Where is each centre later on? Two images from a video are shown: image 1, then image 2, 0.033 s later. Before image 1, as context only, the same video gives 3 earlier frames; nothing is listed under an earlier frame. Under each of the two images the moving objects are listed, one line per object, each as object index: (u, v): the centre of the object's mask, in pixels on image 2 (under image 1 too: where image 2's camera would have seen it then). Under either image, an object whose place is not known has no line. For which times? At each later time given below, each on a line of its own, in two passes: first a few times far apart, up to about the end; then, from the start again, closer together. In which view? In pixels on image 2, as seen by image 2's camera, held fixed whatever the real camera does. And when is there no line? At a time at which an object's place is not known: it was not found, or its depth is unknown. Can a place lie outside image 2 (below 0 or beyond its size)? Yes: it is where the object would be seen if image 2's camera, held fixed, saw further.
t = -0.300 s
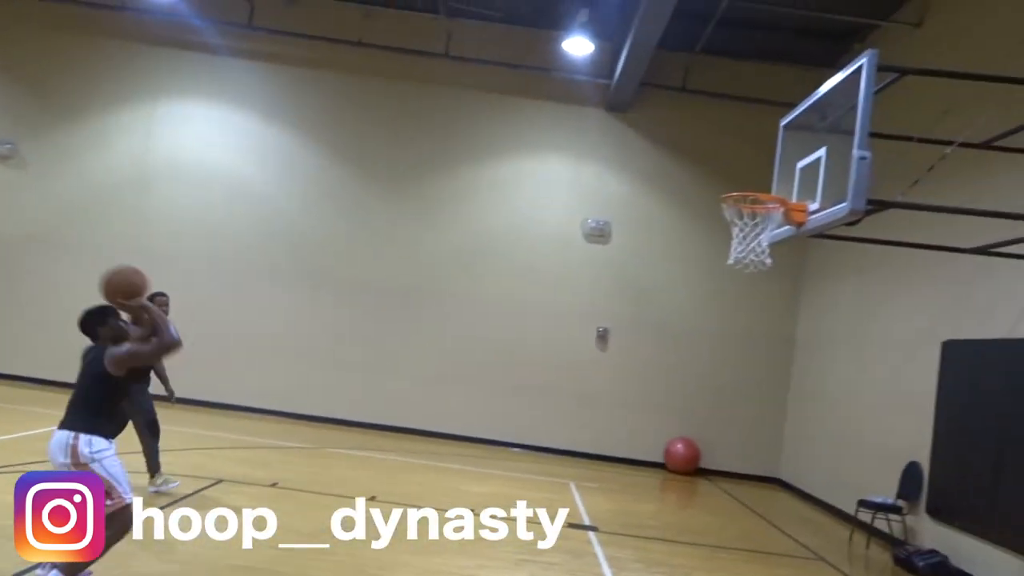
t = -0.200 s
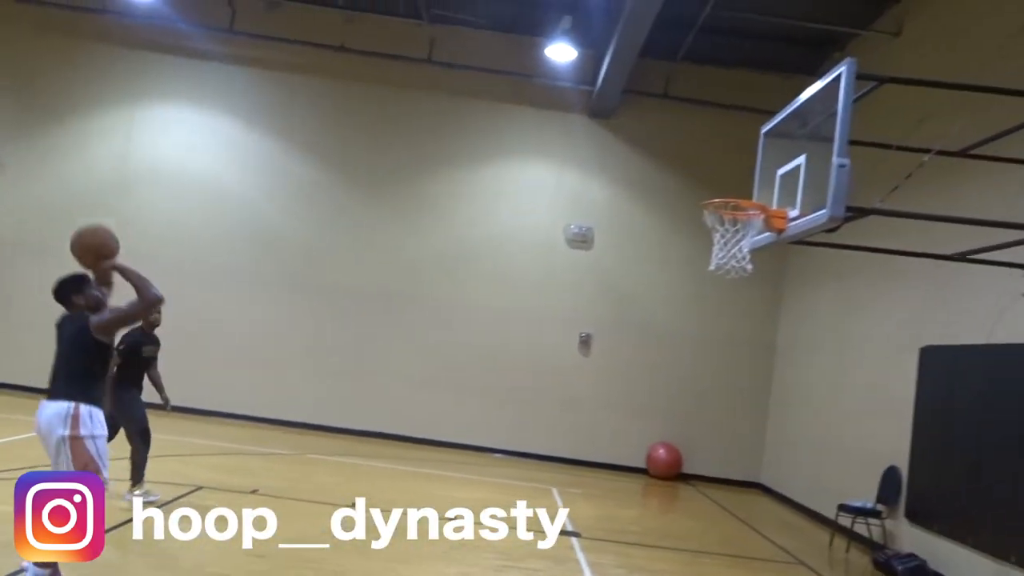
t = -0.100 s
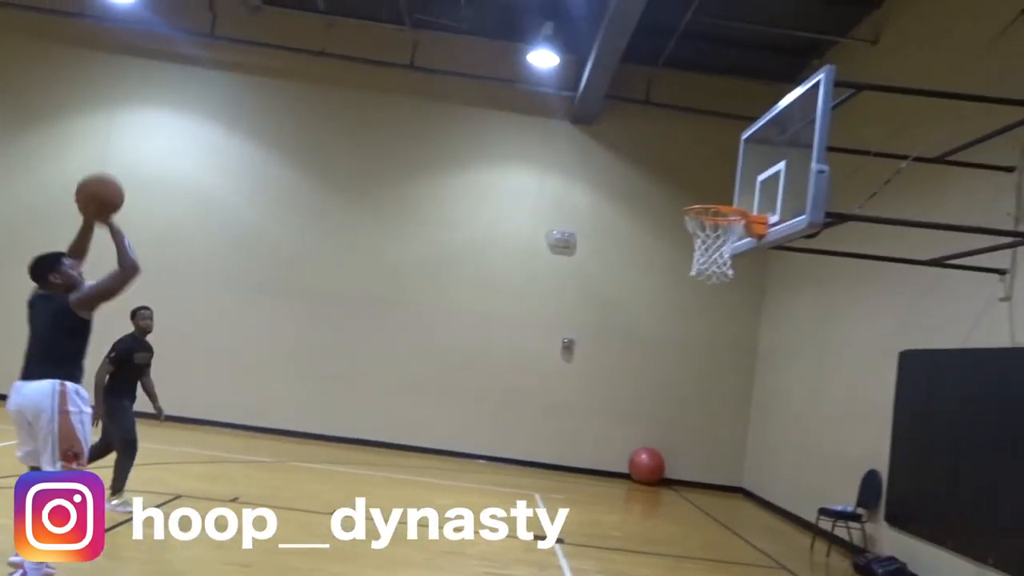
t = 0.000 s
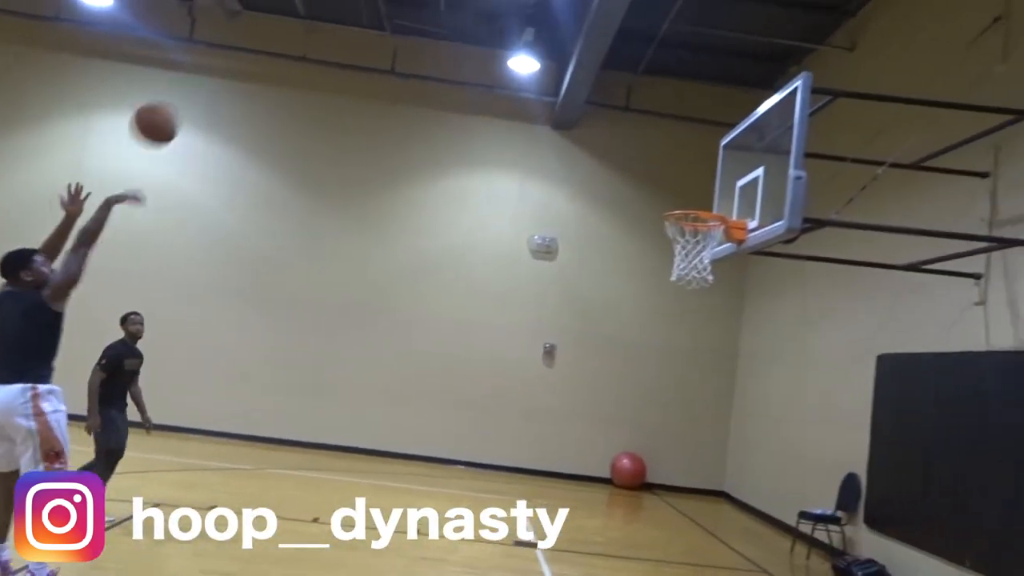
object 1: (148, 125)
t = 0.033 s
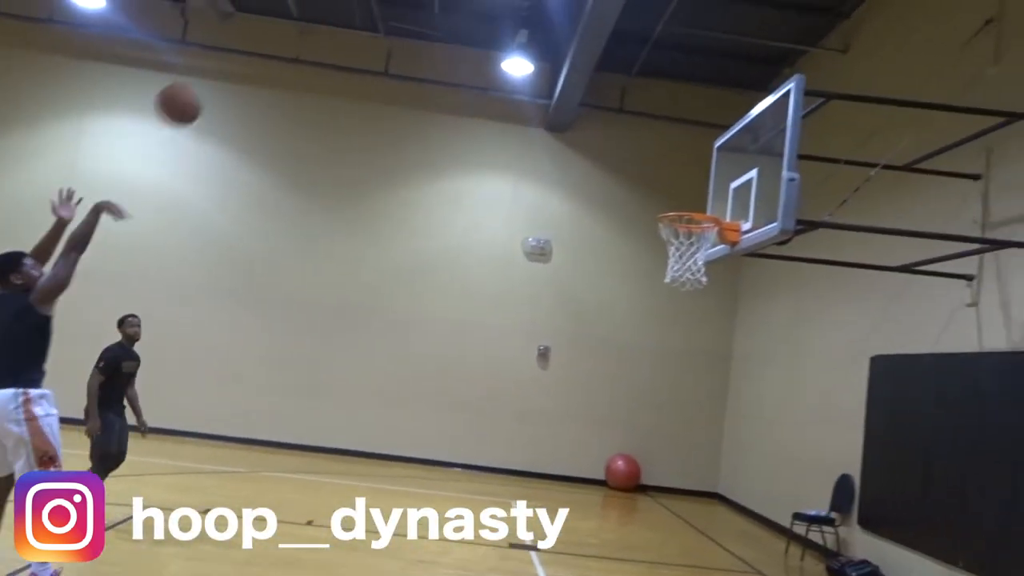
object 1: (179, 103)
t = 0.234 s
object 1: (339, 17)
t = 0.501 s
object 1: (498, -1)
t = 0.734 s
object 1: (604, 65)
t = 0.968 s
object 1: (688, 188)
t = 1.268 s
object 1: (646, 243)
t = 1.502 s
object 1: (647, 290)
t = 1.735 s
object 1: (637, 414)
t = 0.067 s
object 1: (208, 84)
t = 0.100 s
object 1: (237, 66)
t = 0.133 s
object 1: (264, 50)
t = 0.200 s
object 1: (317, 25)
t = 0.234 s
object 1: (339, 17)
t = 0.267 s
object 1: (360, 10)
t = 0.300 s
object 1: (382, 5)
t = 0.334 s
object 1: (402, 3)
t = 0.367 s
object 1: (423, 0)
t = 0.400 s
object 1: (442, -2)
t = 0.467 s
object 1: (478, -2)
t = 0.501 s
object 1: (498, -1)
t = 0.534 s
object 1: (515, 5)
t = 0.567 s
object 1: (530, 15)
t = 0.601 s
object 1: (545, 22)
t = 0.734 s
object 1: (604, 65)
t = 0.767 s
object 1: (616, 79)
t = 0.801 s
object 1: (629, 95)
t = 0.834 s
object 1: (643, 112)
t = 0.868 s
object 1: (655, 130)
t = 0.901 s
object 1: (666, 149)
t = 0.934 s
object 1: (677, 169)
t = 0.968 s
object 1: (688, 188)
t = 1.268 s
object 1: (646, 243)
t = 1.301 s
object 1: (646, 245)
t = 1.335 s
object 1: (646, 249)
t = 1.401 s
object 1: (648, 260)
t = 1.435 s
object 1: (648, 267)
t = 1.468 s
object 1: (648, 277)
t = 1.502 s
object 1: (647, 290)
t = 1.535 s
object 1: (646, 302)
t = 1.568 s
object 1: (645, 317)
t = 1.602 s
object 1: (644, 334)
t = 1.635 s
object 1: (642, 352)
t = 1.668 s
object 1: (641, 370)
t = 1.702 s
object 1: (639, 391)
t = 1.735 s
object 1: (637, 414)
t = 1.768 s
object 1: (635, 438)
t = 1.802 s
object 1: (632, 460)
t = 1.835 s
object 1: (628, 490)
